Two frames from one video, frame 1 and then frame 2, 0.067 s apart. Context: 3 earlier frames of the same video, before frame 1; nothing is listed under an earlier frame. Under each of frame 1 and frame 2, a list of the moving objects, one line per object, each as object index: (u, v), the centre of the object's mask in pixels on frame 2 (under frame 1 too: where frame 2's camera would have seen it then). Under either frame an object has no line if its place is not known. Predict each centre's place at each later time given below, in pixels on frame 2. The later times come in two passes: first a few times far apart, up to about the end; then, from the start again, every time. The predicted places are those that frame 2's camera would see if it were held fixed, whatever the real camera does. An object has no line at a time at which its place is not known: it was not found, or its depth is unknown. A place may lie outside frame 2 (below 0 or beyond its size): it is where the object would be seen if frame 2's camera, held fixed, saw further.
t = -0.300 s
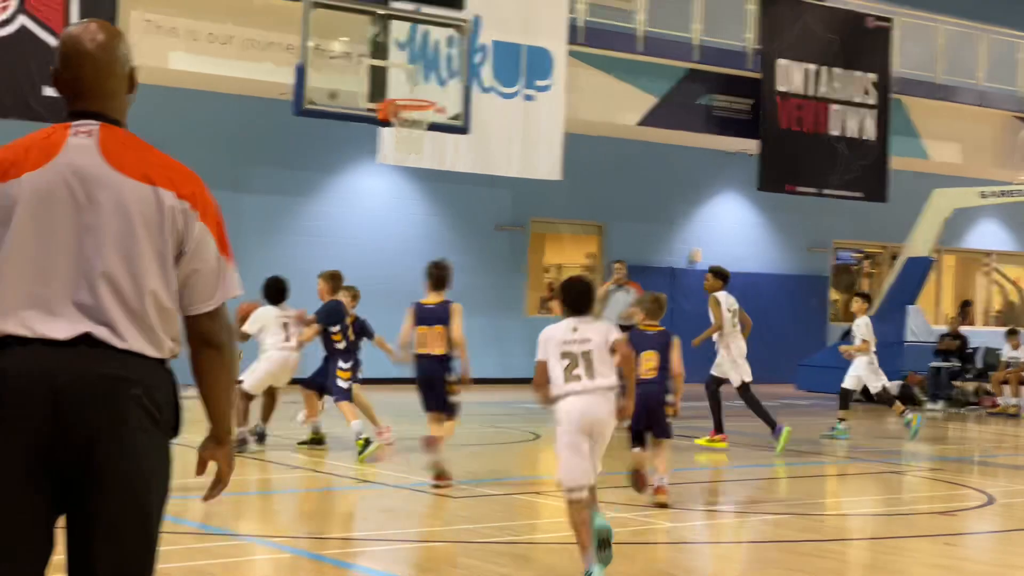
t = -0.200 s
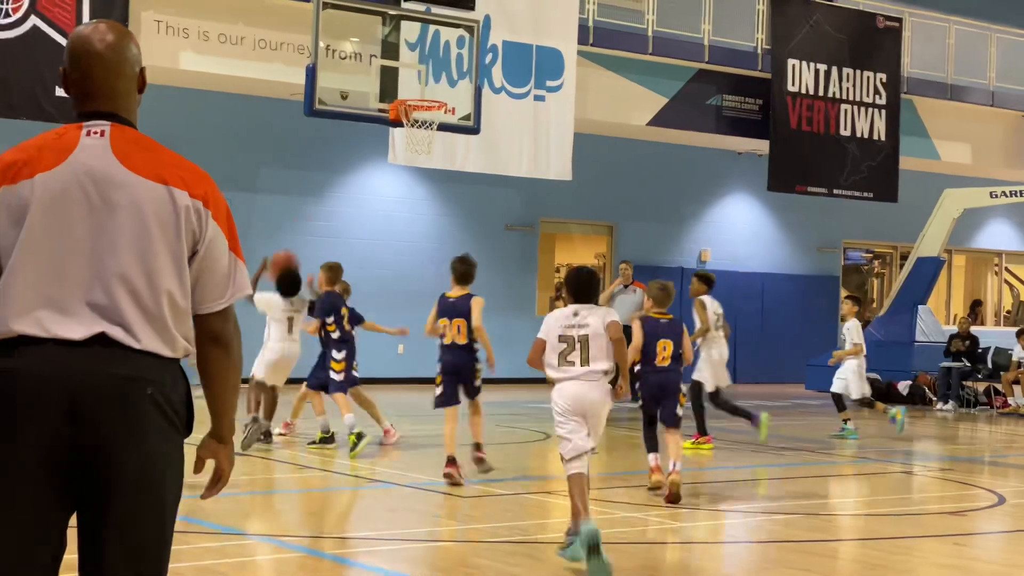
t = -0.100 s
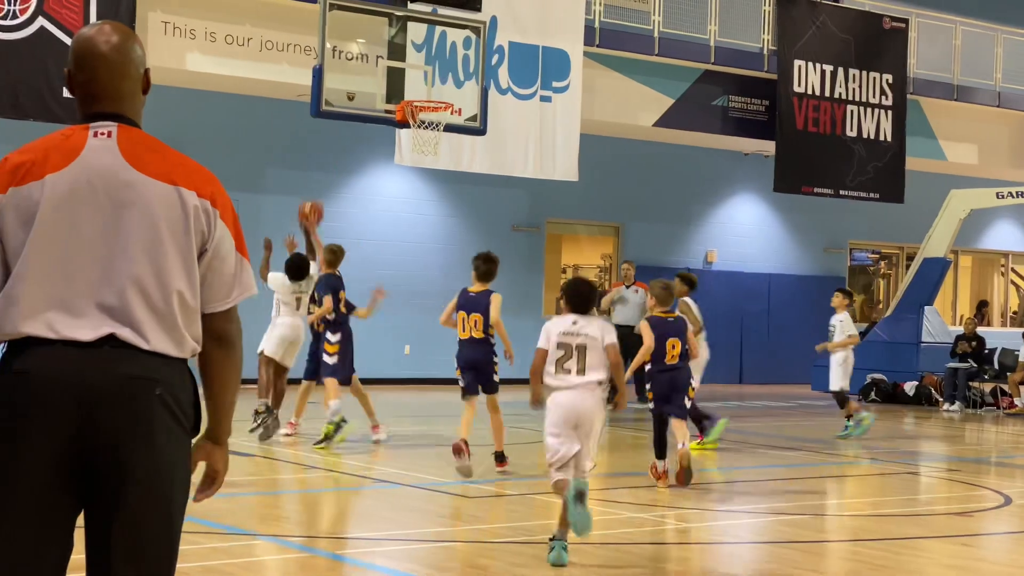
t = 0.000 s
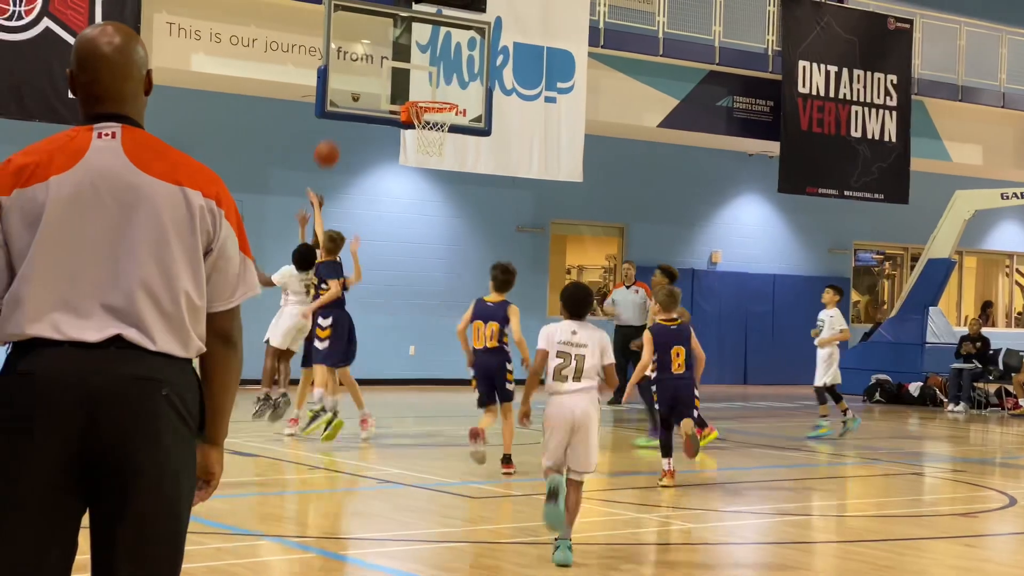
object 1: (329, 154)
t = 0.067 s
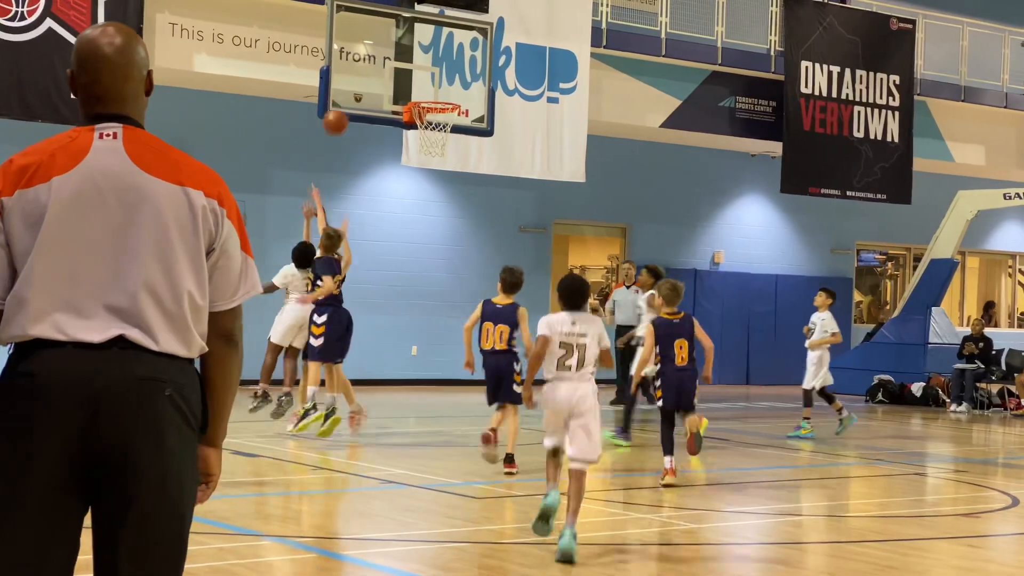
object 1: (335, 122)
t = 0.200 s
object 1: (347, 75)
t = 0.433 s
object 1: (384, 55)
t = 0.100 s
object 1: (338, 108)
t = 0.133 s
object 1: (341, 96)
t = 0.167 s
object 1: (345, 85)
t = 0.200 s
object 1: (347, 75)
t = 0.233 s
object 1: (350, 67)
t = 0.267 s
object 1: (352, 60)
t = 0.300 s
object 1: (355, 55)
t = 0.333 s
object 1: (363, 54)
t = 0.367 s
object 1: (370, 53)
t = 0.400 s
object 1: (377, 54)
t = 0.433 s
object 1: (384, 55)
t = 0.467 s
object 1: (392, 59)
